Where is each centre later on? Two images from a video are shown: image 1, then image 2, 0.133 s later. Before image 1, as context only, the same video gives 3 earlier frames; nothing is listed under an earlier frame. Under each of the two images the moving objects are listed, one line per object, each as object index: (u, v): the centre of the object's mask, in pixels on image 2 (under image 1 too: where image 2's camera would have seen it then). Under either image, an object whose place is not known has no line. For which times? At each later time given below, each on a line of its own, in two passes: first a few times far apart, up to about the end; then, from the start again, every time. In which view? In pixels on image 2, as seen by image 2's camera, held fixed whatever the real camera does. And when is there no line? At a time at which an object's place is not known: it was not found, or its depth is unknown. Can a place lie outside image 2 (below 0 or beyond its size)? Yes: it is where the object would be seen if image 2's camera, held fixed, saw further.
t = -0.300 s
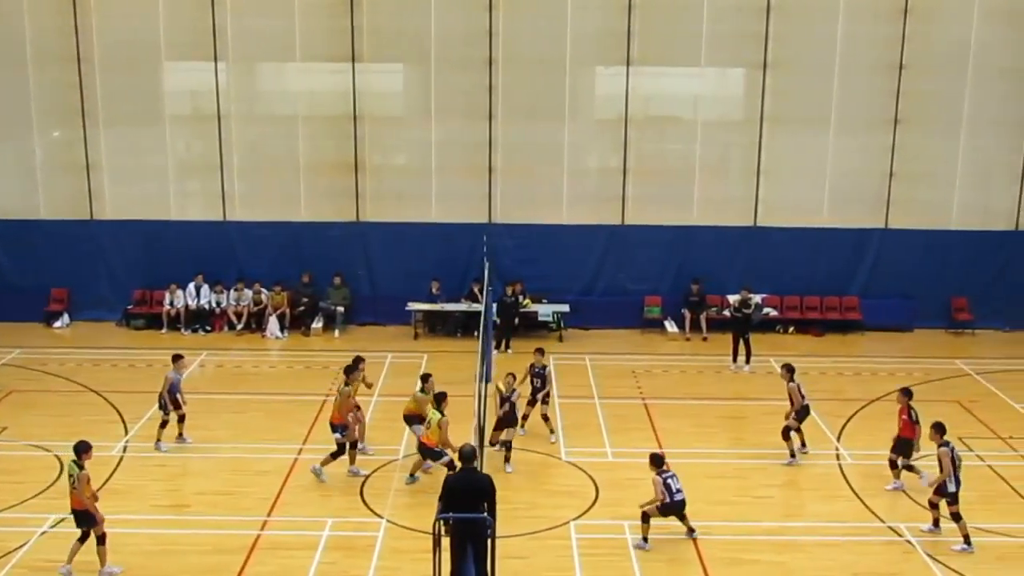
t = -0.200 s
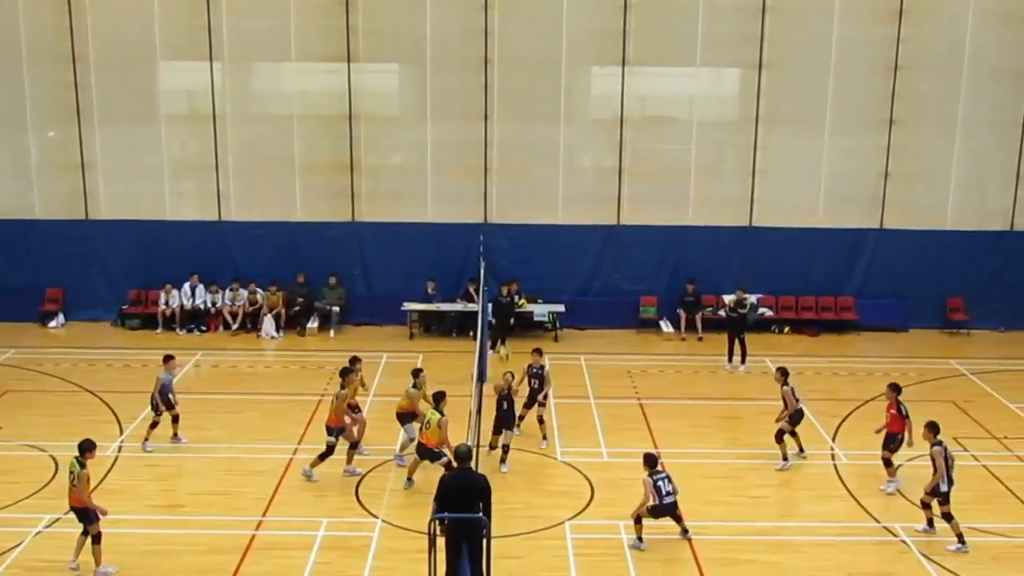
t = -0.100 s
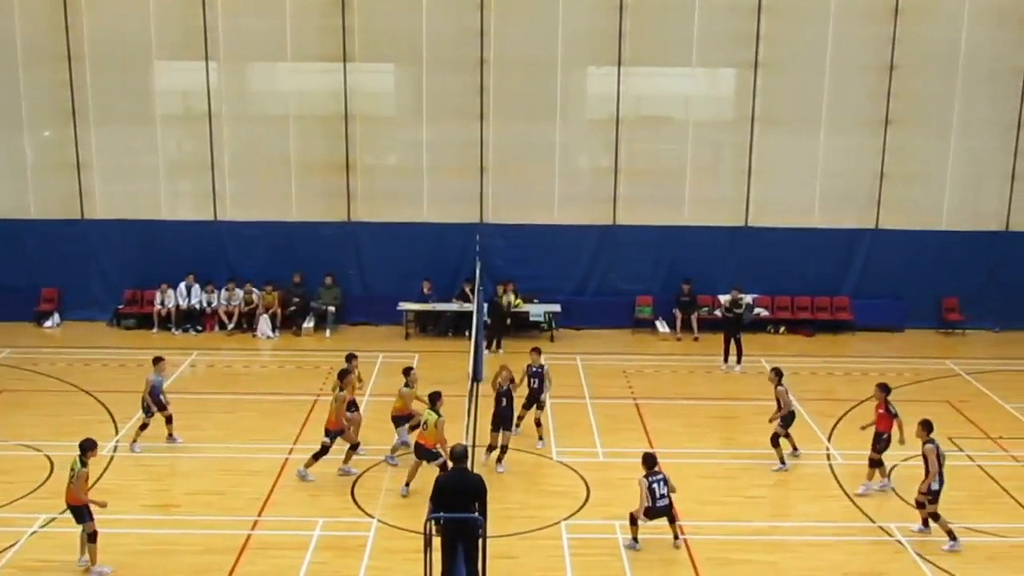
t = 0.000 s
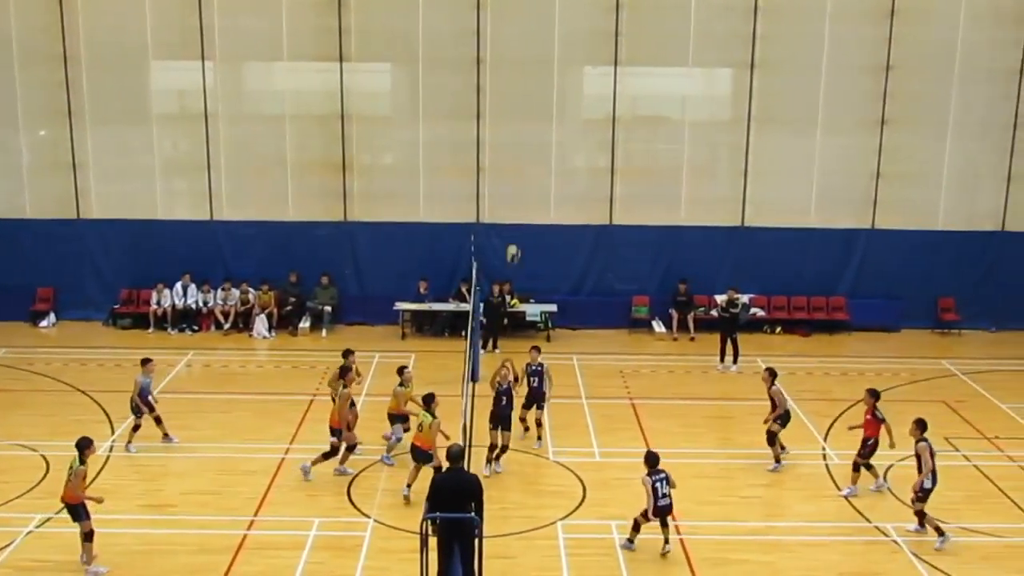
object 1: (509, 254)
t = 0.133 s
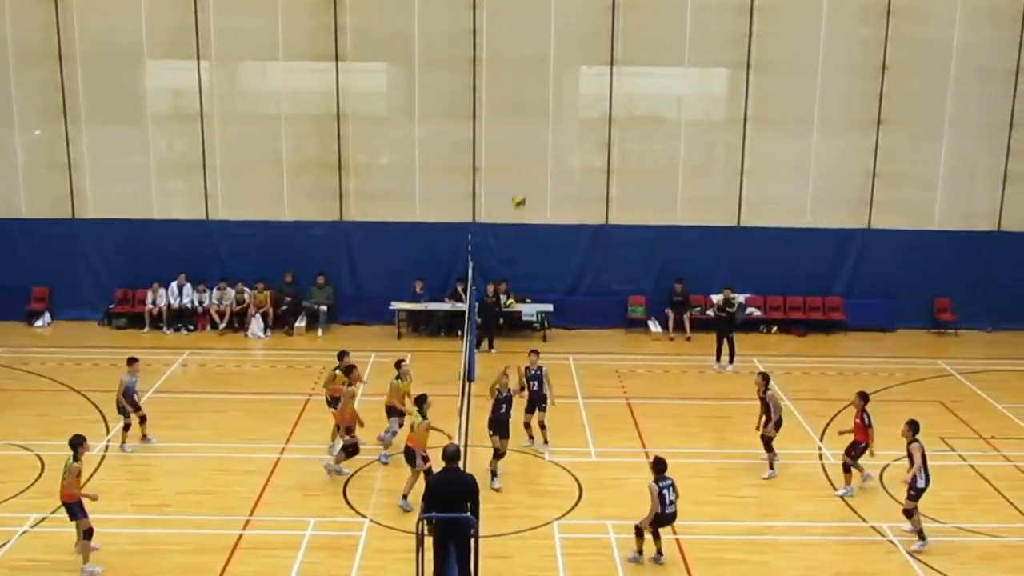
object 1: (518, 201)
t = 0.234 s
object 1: (526, 168)
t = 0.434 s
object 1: (541, 123)
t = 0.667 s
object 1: (558, 107)
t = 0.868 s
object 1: (573, 124)
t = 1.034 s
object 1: (584, 159)
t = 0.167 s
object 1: (521, 190)
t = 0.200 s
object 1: (524, 179)
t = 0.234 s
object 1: (526, 168)
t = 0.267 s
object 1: (528, 160)
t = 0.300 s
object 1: (530, 151)
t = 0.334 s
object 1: (533, 143)
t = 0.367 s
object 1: (535, 135)
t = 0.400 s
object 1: (538, 129)
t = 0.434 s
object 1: (541, 123)
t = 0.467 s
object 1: (542, 119)
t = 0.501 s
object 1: (545, 115)
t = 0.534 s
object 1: (547, 112)
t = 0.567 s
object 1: (550, 110)
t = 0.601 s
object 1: (553, 108)
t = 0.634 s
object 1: (556, 107)
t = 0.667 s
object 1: (558, 107)
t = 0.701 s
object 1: (560, 108)
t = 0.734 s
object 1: (562, 109)
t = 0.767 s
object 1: (565, 112)
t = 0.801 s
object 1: (568, 114)
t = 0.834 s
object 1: (570, 119)
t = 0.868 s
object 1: (573, 124)
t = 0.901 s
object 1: (575, 129)
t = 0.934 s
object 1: (577, 136)
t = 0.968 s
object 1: (580, 143)
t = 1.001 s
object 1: (582, 151)
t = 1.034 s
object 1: (584, 159)
